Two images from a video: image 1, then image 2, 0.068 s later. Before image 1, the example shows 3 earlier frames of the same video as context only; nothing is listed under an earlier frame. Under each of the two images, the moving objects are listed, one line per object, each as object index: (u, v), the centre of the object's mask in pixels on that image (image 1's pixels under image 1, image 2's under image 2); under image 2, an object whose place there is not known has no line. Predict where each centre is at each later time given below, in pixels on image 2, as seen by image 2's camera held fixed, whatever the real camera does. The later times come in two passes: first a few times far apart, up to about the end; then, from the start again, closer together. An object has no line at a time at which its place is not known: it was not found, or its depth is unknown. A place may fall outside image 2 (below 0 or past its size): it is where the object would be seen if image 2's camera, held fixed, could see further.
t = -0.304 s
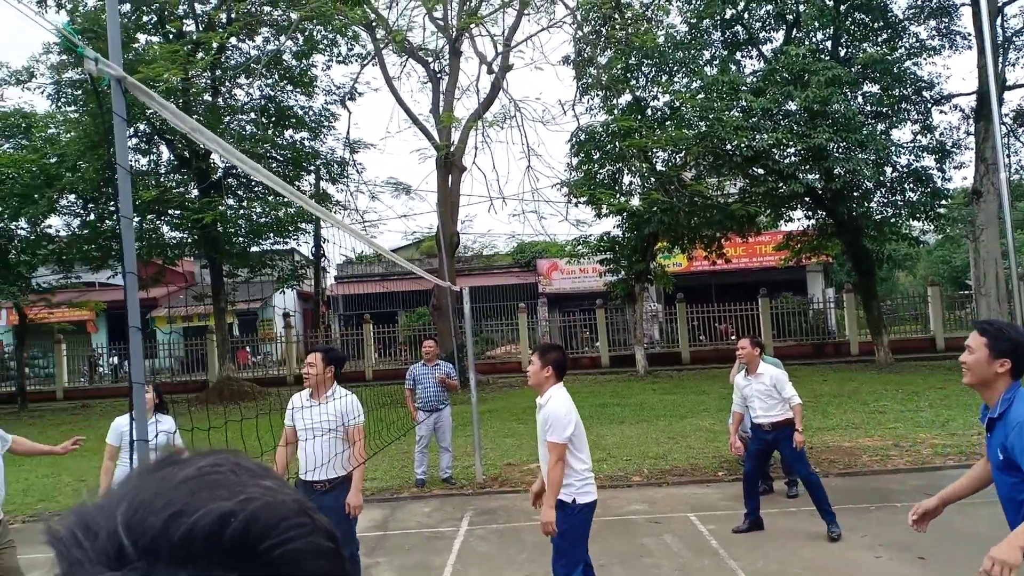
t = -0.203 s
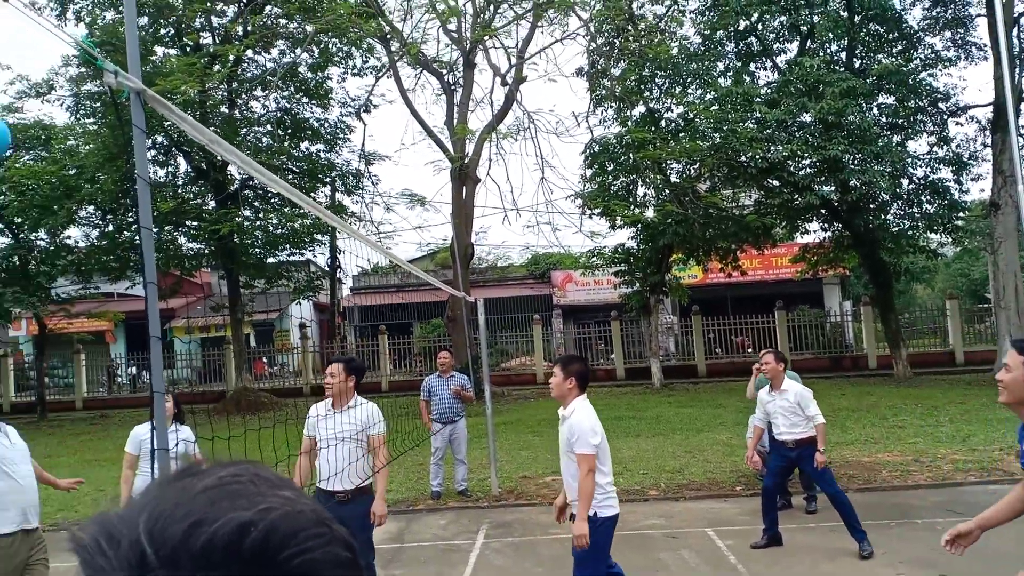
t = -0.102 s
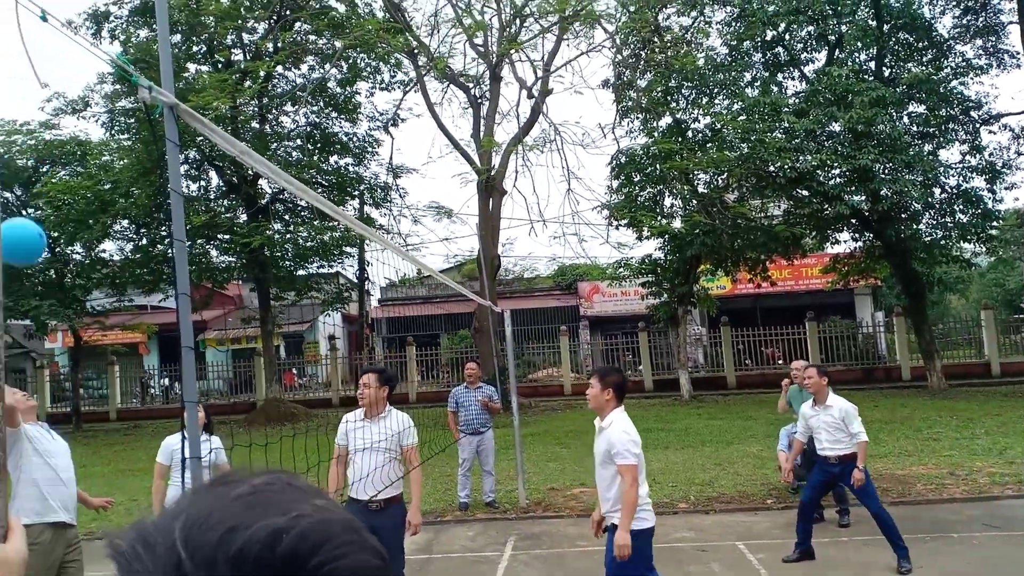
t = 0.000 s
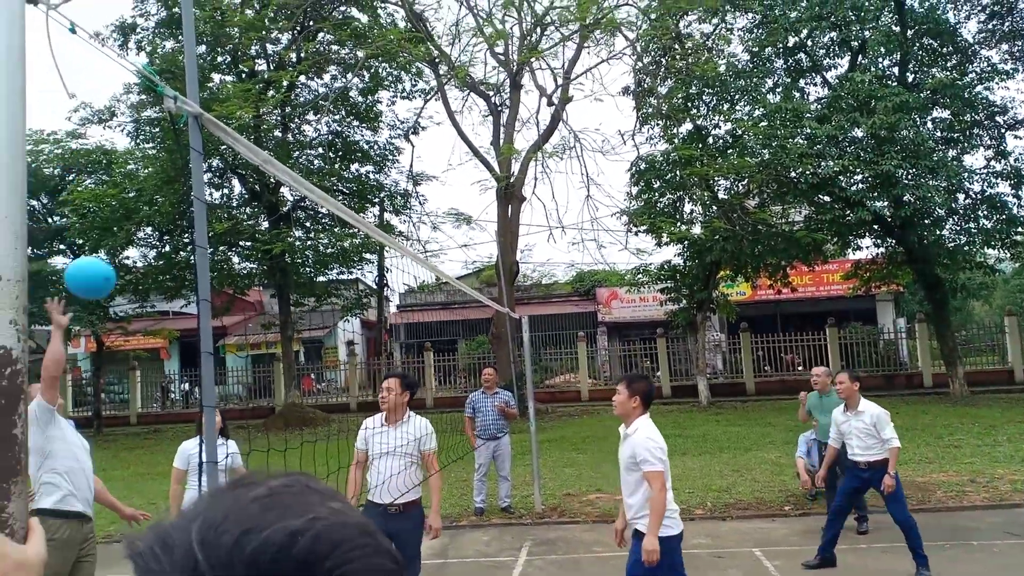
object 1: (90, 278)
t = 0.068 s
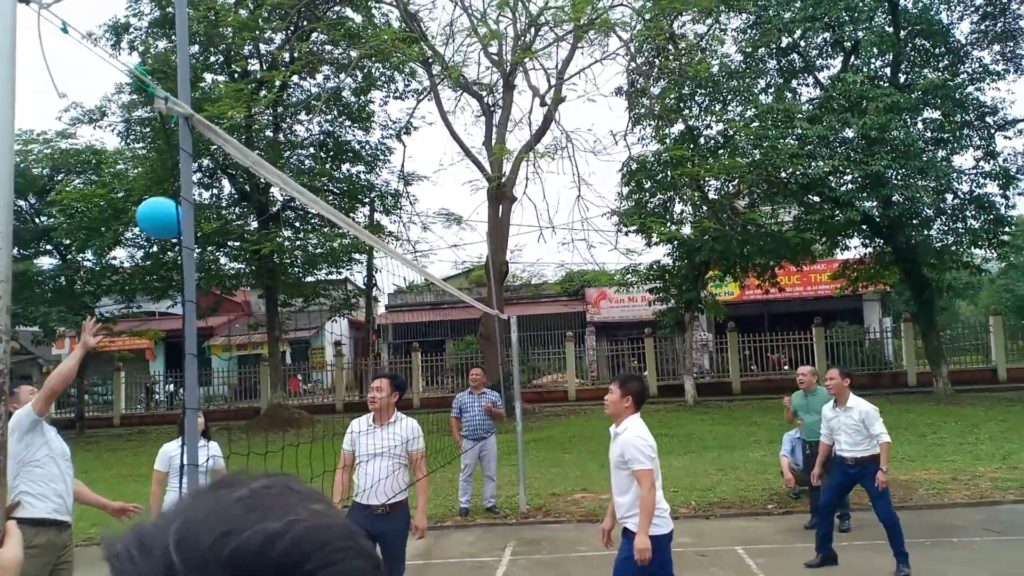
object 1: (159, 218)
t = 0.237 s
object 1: (358, 110)
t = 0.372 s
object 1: (491, 64)
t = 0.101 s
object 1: (209, 192)
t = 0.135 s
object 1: (239, 173)
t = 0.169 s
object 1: (286, 146)
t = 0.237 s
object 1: (358, 110)
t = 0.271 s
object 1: (394, 95)
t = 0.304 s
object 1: (427, 81)
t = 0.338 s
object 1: (458, 69)
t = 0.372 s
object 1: (491, 64)
